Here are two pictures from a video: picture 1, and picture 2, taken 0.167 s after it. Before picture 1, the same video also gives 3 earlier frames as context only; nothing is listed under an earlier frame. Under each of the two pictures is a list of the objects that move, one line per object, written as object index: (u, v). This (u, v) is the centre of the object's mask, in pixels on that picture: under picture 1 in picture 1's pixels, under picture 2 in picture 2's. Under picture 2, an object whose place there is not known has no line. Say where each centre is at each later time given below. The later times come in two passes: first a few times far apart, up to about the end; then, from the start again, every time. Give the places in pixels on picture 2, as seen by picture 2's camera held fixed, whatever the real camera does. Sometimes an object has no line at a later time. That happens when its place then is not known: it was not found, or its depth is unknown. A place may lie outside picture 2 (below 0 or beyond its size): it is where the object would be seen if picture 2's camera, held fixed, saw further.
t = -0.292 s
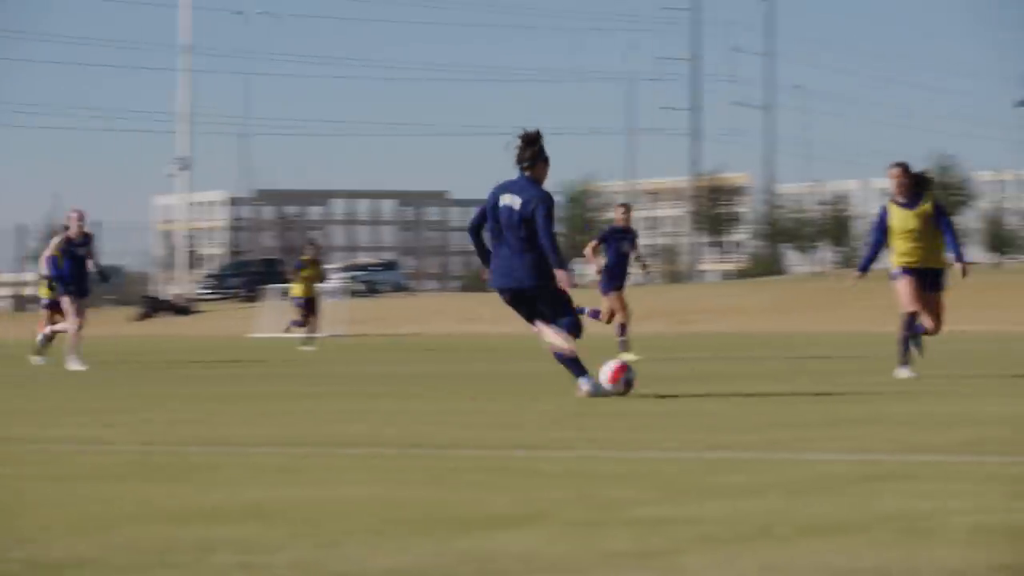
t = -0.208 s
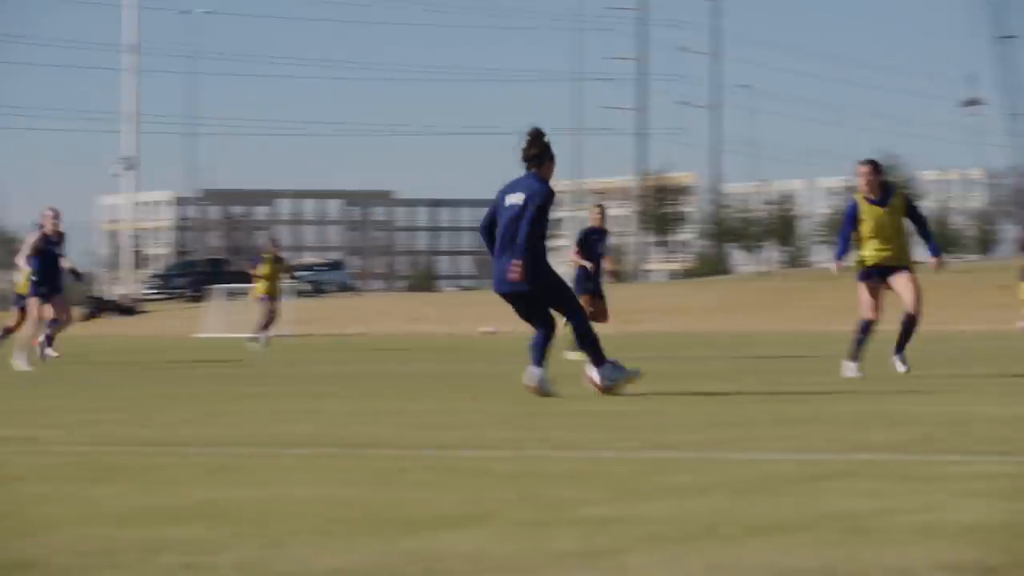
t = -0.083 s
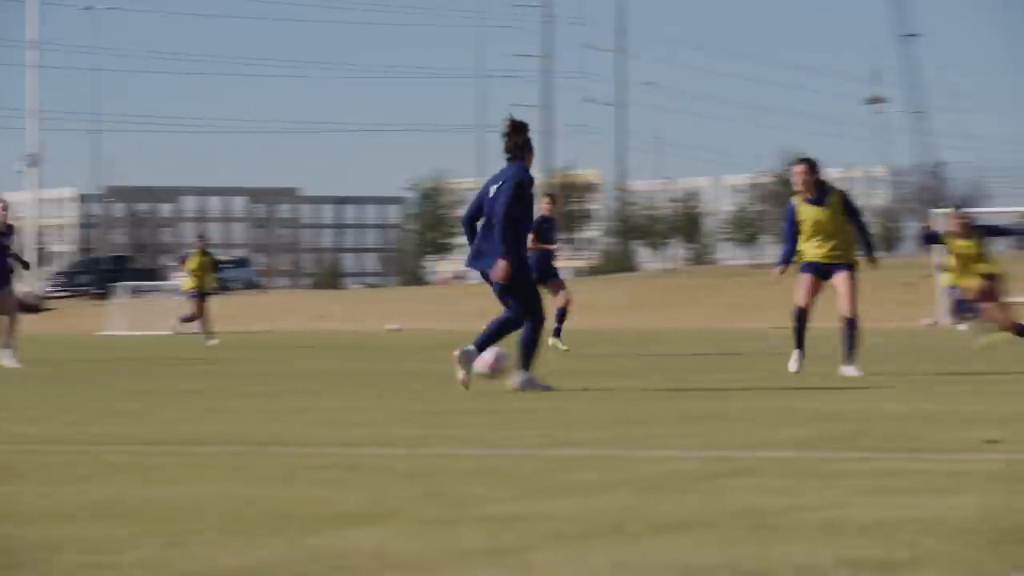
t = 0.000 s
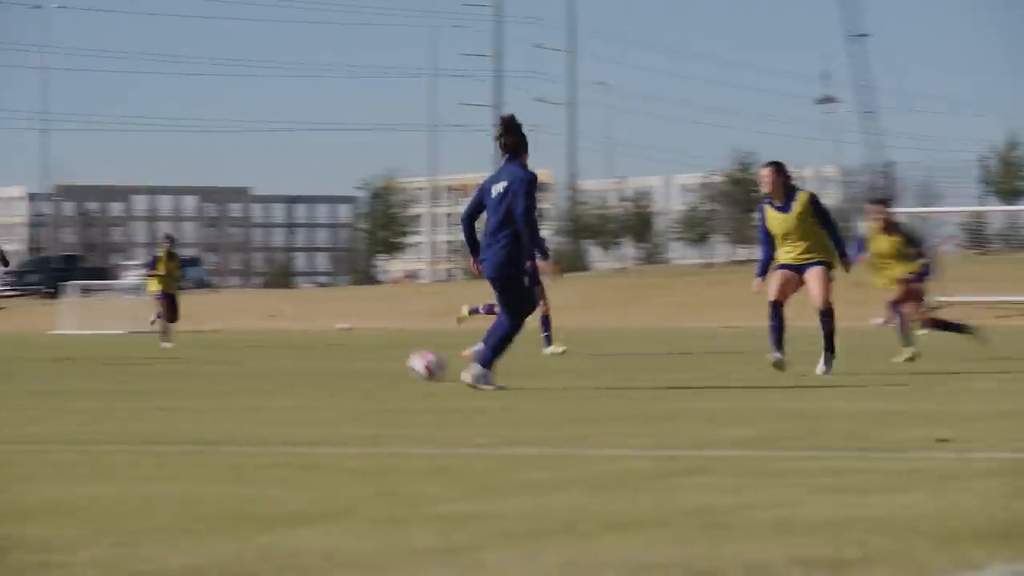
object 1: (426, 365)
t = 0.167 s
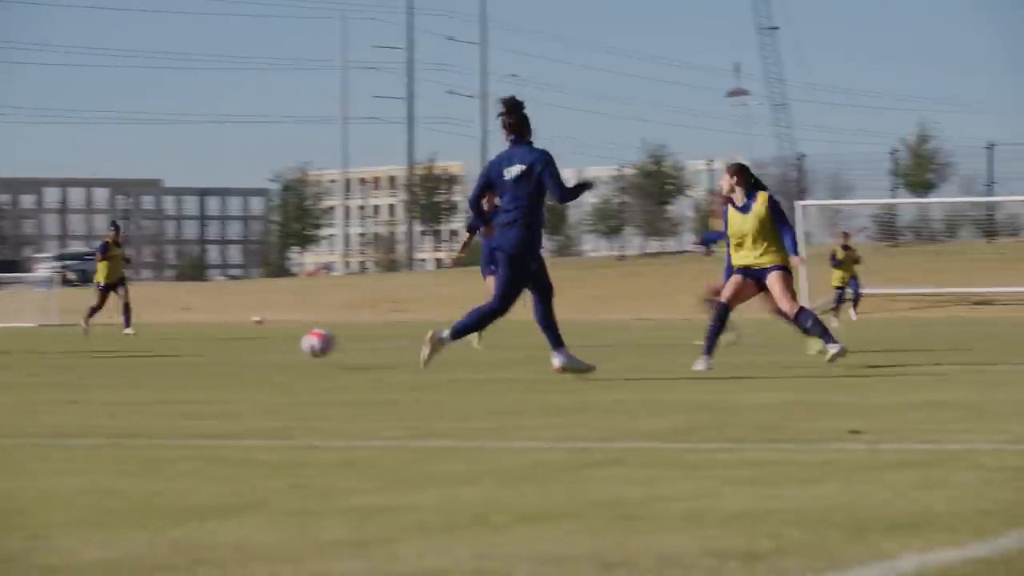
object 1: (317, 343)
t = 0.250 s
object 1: (307, 350)
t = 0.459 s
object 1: (287, 348)
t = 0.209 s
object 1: (312, 345)
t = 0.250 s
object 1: (307, 350)
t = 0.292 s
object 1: (302, 351)
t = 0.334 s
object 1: (298, 347)
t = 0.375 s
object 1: (294, 345)
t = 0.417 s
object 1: (290, 346)
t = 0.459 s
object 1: (287, 348)
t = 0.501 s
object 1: (283, 346)
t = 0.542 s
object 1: (280, 344)
